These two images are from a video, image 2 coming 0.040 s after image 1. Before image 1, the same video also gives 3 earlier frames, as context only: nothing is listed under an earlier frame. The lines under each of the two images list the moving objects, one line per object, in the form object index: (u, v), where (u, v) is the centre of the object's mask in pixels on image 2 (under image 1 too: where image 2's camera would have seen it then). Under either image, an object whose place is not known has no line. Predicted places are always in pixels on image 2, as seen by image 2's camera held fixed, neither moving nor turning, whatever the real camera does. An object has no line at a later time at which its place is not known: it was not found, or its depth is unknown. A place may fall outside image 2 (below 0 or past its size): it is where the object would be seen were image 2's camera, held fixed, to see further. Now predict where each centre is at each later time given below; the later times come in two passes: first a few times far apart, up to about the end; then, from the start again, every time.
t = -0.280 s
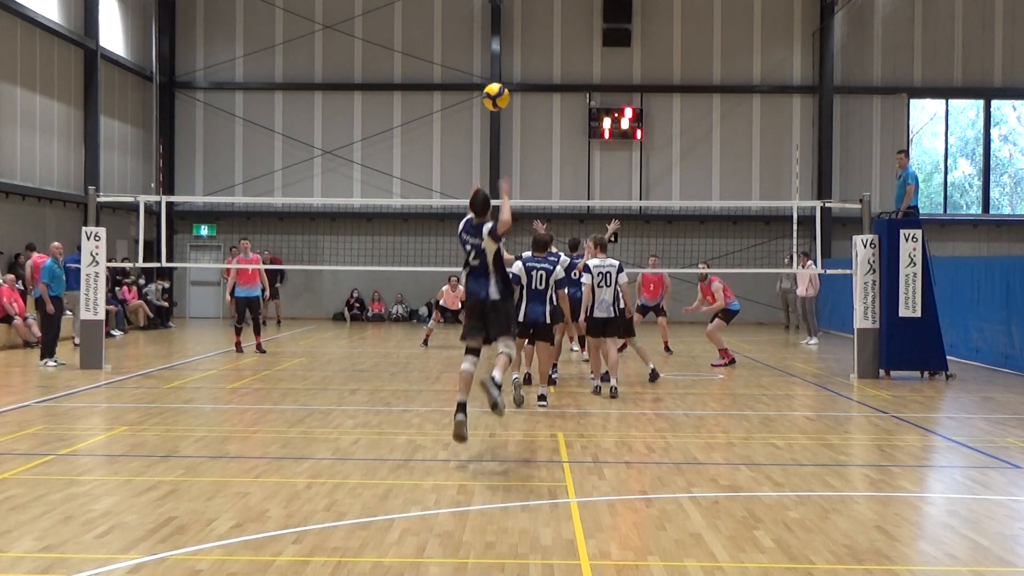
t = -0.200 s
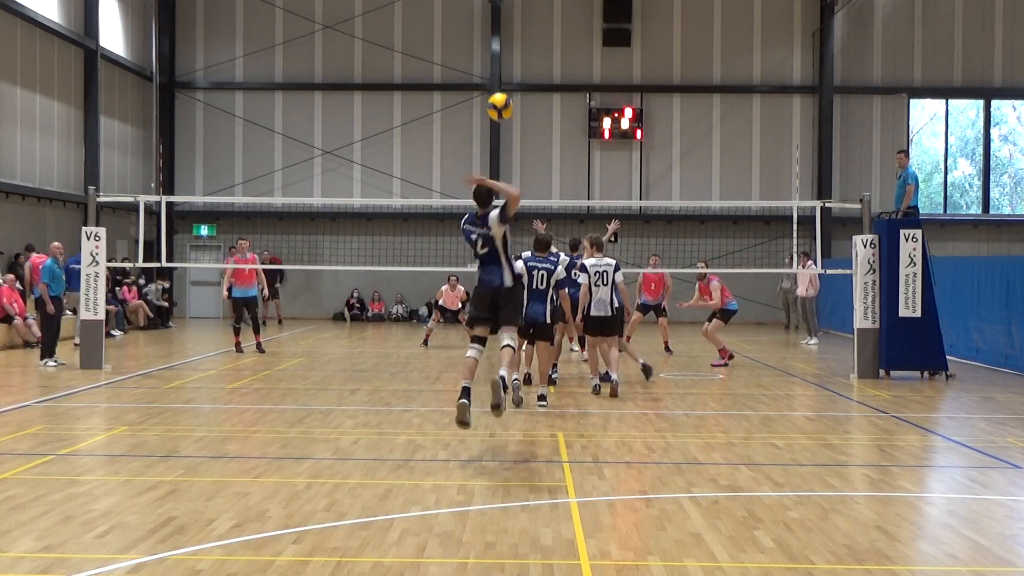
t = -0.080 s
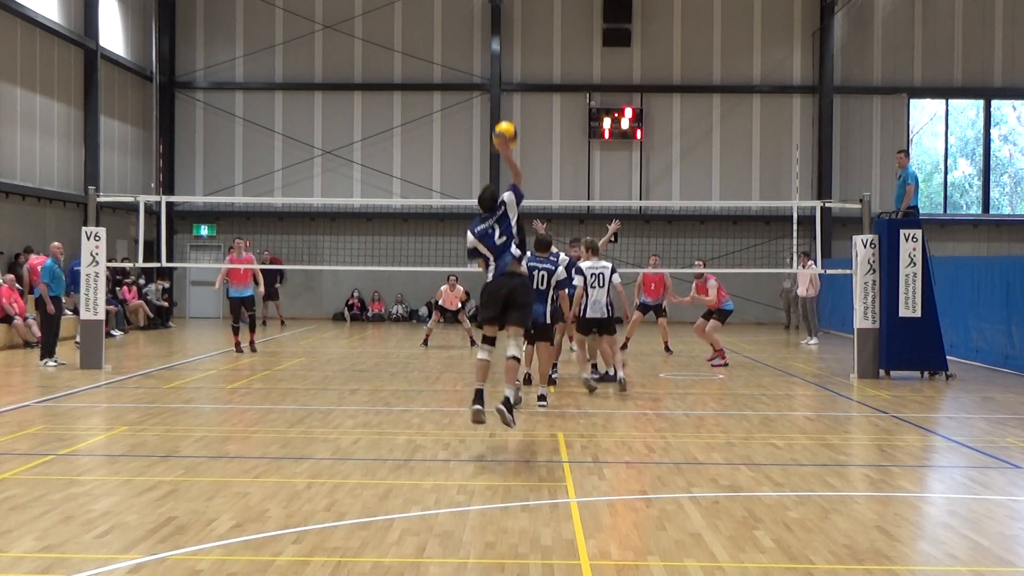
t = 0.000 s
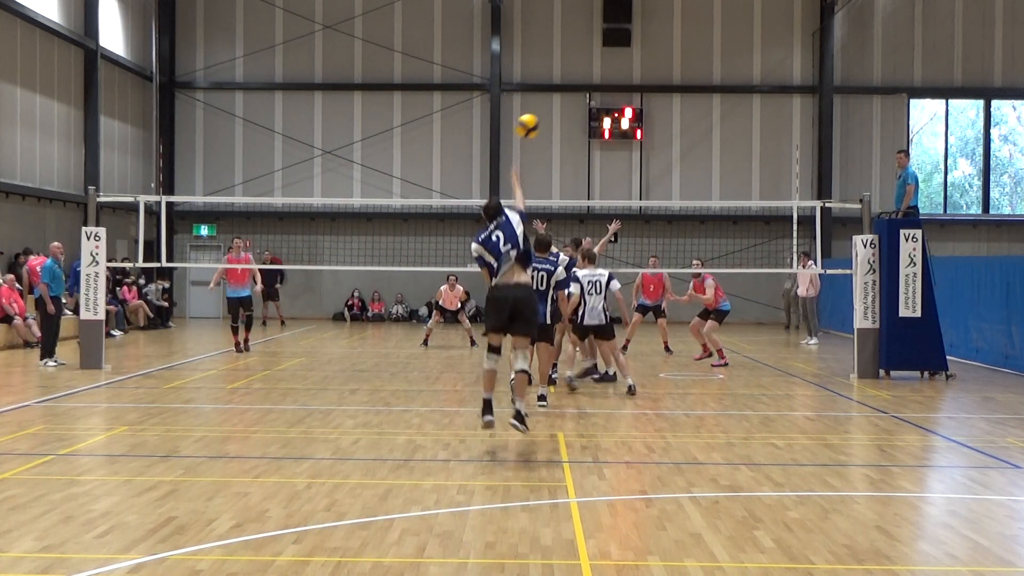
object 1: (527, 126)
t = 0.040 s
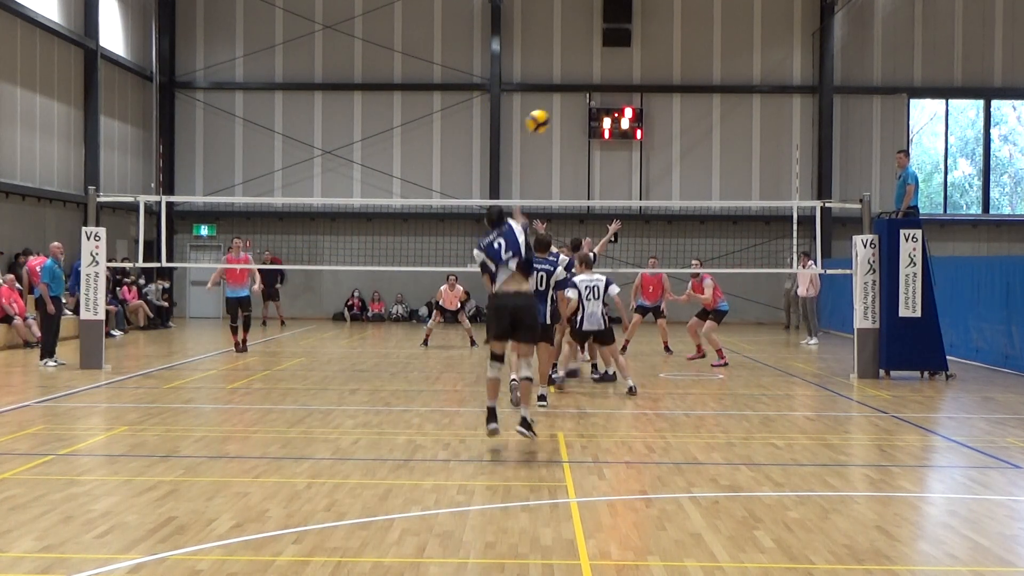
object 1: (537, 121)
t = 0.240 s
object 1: (574, 121)
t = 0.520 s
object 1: (590, 167)
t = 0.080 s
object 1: (547, 118)
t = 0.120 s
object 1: (556, 116)
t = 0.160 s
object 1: (563, 117)
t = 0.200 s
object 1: (569, 118)
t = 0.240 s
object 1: (574, 121)
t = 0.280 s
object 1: (578, 125)
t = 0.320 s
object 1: (582, 130)
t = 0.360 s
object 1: (584, 136)
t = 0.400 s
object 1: (587, 143)
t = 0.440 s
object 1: (588, 150)
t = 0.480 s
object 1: (589, 159)
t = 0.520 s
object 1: (590, 167)
